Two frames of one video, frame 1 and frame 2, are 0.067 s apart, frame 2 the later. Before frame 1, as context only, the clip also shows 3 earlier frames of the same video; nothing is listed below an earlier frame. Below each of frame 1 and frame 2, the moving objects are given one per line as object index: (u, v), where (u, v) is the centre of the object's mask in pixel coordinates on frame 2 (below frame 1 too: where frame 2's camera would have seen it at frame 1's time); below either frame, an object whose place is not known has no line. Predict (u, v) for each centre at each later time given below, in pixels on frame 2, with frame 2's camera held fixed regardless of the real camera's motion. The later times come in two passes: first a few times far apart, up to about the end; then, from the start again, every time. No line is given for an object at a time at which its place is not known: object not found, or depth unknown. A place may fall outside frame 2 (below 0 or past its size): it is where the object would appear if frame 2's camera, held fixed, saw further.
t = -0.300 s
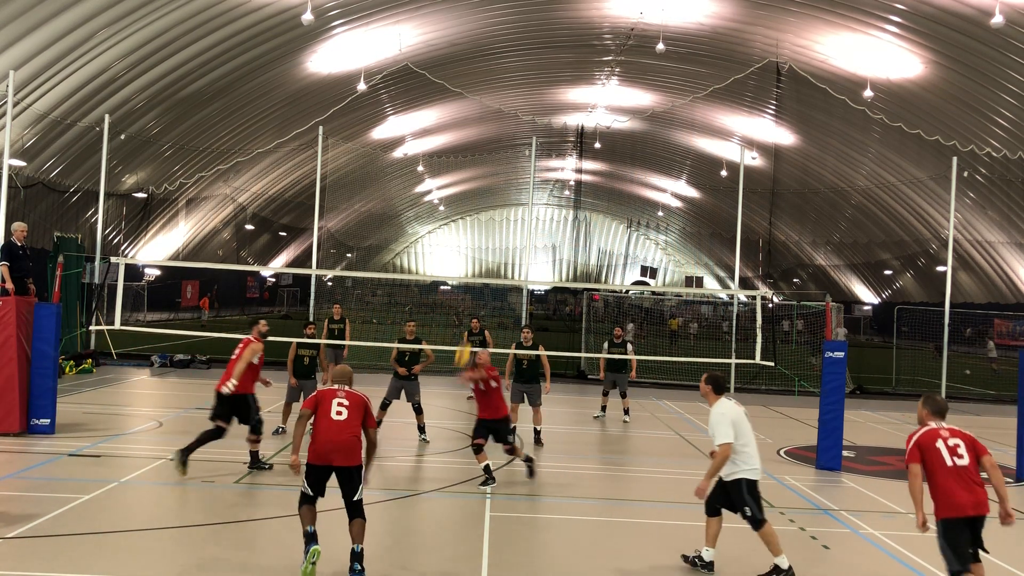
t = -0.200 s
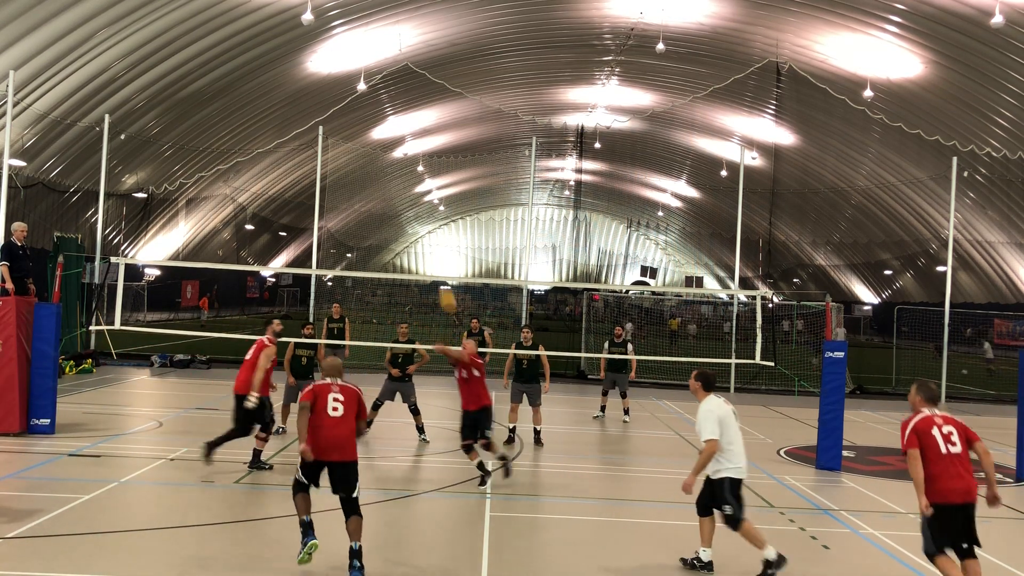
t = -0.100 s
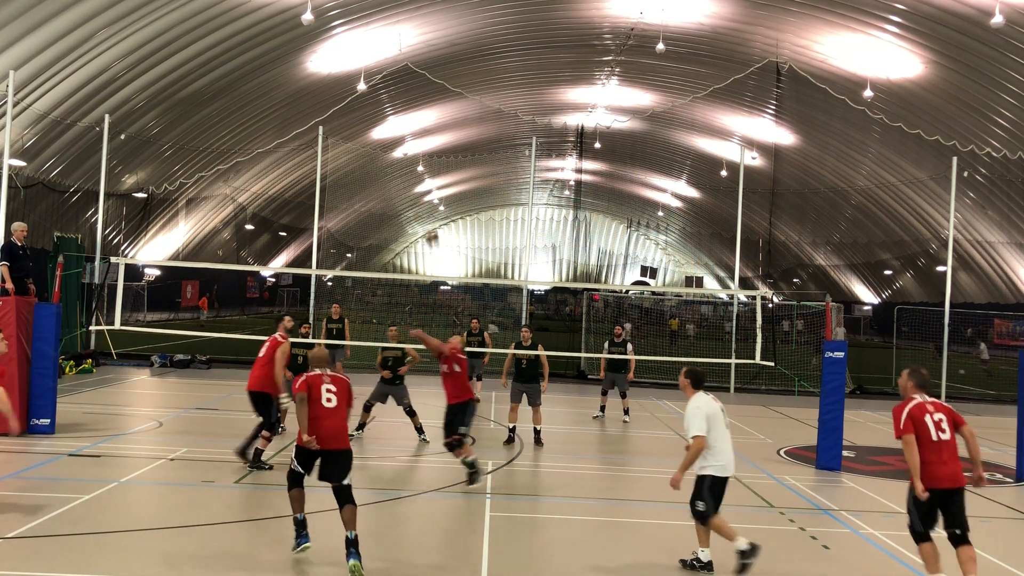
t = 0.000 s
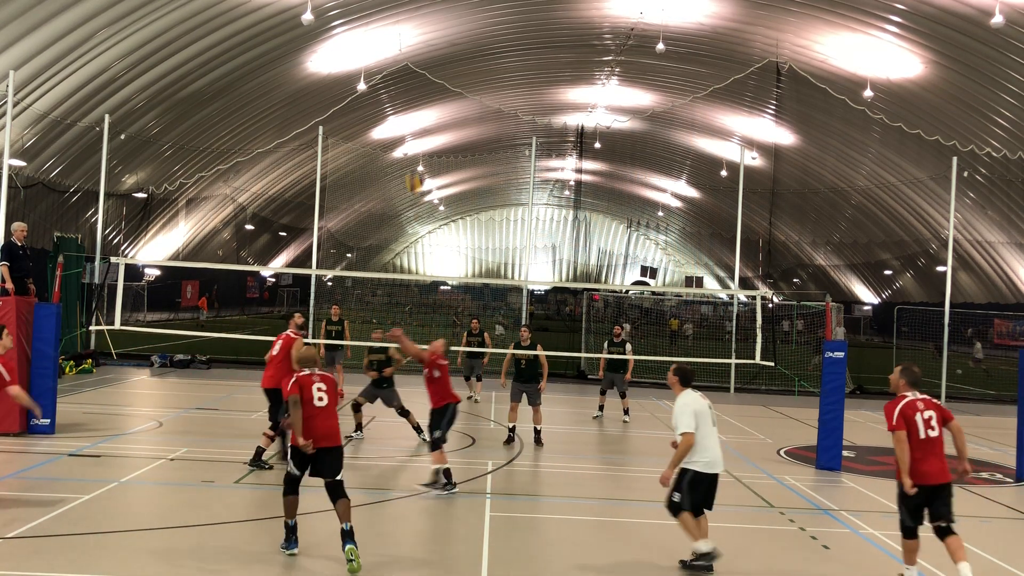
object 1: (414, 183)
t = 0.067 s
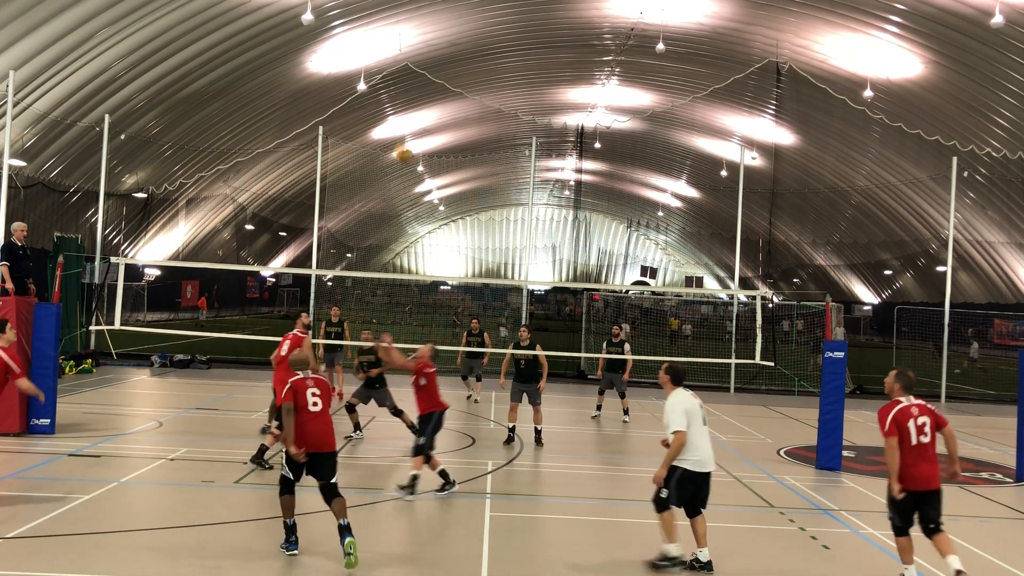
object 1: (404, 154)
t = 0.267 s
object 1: (373, 88)
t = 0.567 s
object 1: (325, 50)
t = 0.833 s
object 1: (284, 79)
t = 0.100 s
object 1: (399, 140)
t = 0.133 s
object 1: (393, 128)
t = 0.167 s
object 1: (387, 115)
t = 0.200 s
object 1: (383, 104)
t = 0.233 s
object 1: (377, 96)
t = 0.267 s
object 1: (373, 88)
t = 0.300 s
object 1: (367, 79)
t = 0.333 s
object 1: (362, 72)
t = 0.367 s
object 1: (357, 68)
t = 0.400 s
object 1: (352, 62)
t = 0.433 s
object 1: (346, 58)
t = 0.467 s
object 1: (341, 55)
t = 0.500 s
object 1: (336, 52)
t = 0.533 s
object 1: (330, 51)
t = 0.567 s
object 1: (325, 50)
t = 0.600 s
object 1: (320, 51)
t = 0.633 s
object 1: (315, 52)
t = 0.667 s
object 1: (309, 54)
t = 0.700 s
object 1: (304, 58)
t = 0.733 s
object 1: (300, 62)
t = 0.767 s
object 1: (294, 67)
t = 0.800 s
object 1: (289, 72)
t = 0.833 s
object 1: (284, 79)
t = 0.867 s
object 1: (279, 87)
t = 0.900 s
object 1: (272, 96)
